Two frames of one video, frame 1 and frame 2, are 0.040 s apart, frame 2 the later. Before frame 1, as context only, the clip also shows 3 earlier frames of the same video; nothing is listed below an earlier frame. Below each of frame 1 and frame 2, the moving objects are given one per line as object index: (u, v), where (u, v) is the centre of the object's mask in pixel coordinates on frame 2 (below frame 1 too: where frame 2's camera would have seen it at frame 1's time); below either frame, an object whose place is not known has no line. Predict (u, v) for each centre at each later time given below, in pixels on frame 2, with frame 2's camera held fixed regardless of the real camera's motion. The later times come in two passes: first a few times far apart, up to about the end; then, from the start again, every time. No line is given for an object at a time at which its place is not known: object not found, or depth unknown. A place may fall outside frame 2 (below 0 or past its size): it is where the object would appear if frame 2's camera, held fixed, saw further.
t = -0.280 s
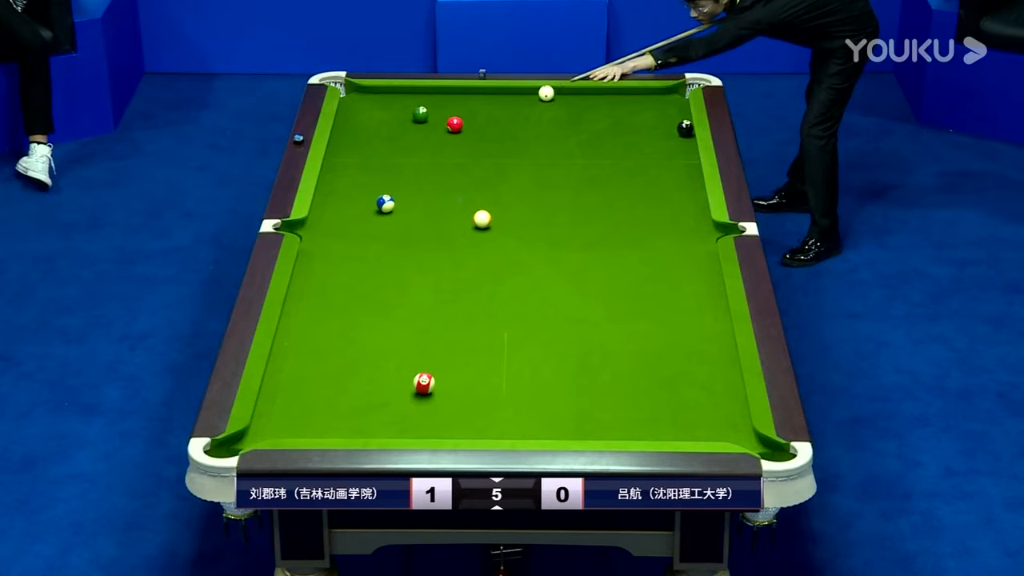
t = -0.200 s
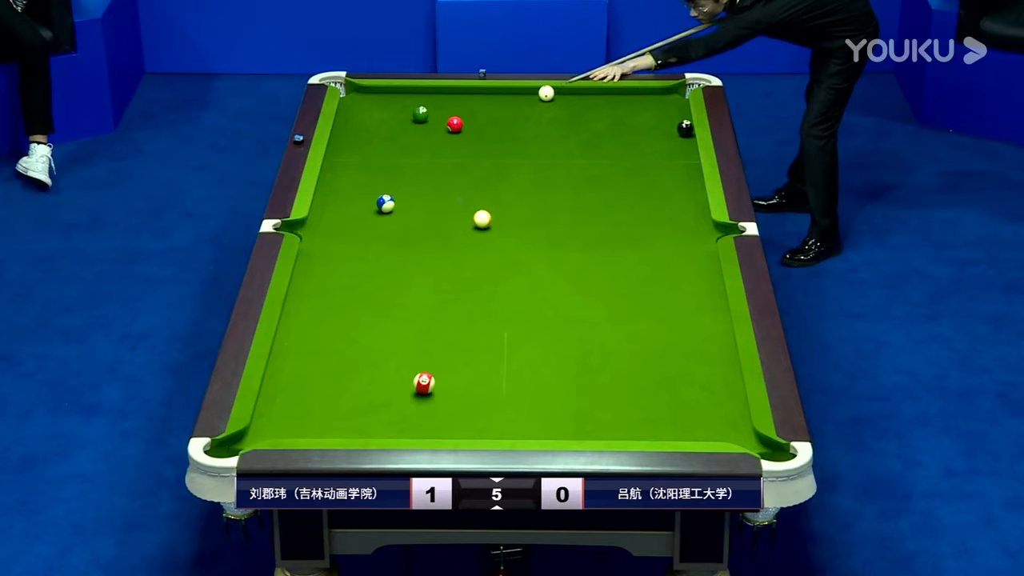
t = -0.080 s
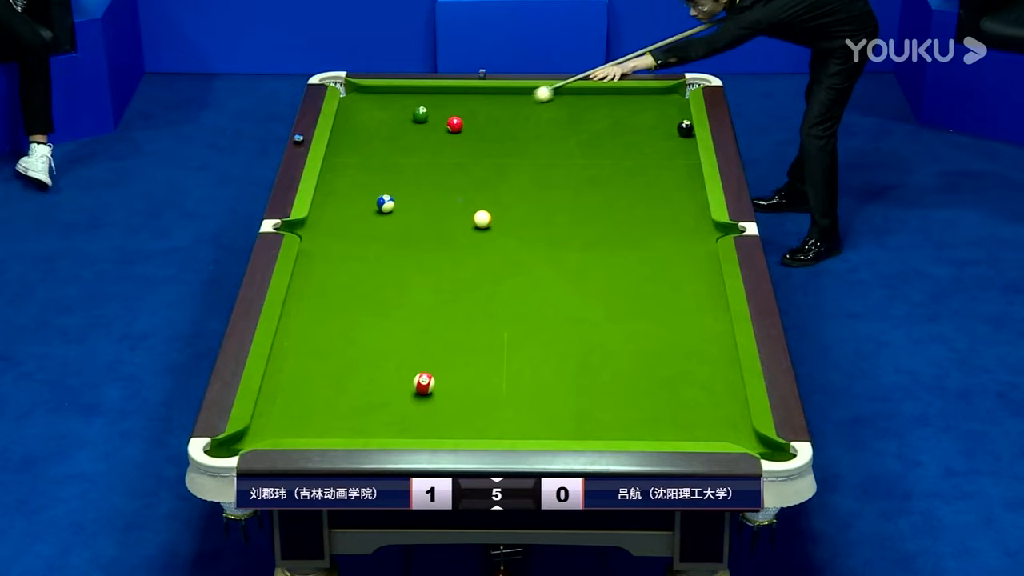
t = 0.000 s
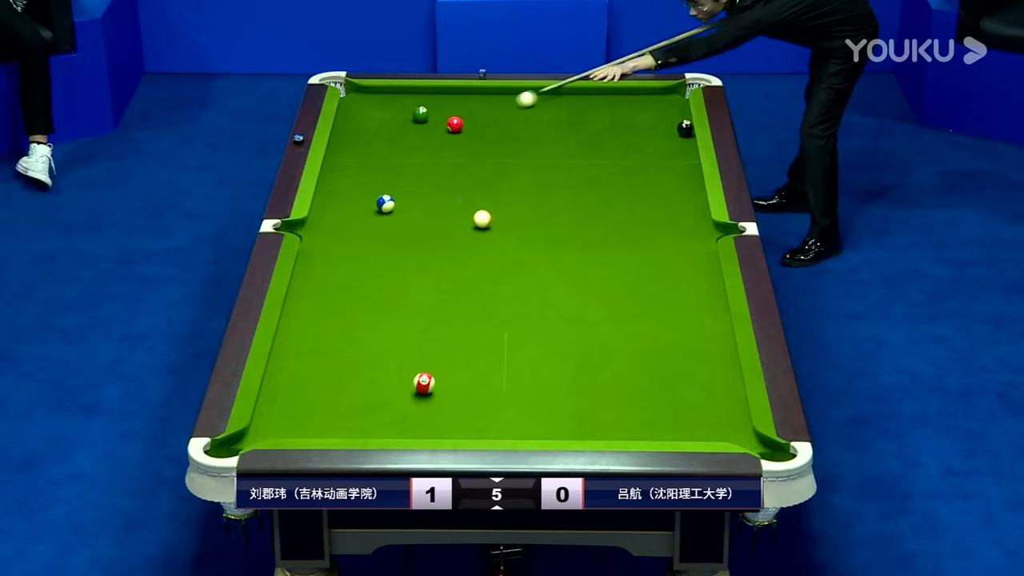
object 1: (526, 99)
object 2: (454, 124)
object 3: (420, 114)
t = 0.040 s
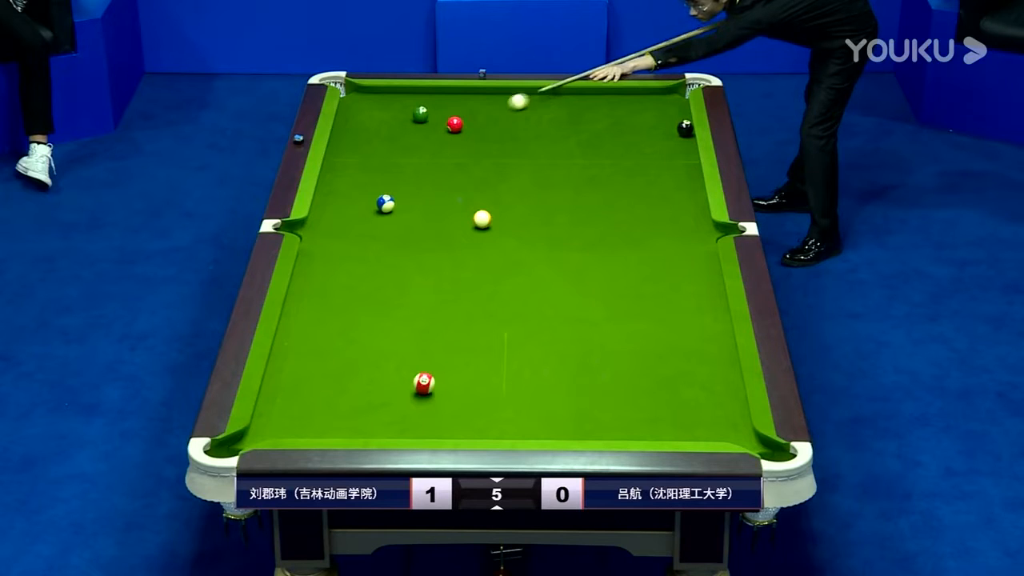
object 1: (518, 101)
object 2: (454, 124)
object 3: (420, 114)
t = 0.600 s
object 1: (431, 119)
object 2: (426, 142)
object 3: (418, 113)
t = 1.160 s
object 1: (387, 127)
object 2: (380, 172)
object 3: (408, 110)
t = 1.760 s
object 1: (349, 134)
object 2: (331, 203)
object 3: (401, 107)
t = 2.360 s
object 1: (349, 139)
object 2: (328, 229)
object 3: (401, 107)
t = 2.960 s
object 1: (360, 141)
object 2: (341, 250)
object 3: (401, 107)
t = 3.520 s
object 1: (364, 142)
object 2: (351, 267)
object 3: (401, 107)
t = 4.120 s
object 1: (363, 142)
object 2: (360, 281)
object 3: (401, 107)
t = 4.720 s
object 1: (363, 142)
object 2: (366, 292)
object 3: (401, 107)
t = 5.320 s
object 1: (363, 142)
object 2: (367, 298)
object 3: (401, 107)
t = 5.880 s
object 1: (363, 142)
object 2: (367, 299)
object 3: (401, 107)
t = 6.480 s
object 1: (363, 142)
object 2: (368, 299)
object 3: (401, 107)
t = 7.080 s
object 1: (363, 142)
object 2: (368, 299)
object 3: (401, 107)
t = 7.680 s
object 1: (363, 142)
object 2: (368, 299)
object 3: (400, 107)
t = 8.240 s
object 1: (363, 142)
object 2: (368, 299)
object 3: (401, 107)
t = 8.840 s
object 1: (363, 142)
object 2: (368, 299)
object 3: (401, 107)
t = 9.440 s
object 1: (363, 142)
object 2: (368, 299)
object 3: (401, 107)
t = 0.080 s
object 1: (510, 104)
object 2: (454, 124)
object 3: (420, 114)
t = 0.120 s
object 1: (501, 107)
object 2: (454, 124)
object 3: (420, 114)
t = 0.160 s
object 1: (493, 109)
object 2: (454, 124)
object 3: (420, 114)
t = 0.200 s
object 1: (484, 112)
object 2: (454, 124)
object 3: (420, 114)
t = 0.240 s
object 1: (476, 115)
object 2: (454, 124)
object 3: (420, 114)
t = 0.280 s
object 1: (469, 117)
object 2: (454, 124)
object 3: (420, 114)
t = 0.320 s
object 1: (462, 118)
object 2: (452, 126)
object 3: (420, 114)
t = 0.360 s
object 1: (458, 118)
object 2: (447, 129)
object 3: (420, 114)
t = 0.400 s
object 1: (453, 118)
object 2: (443, 132)
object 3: (420, 114)
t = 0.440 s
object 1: (449, 118)
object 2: (440, 134)
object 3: (420, 114)
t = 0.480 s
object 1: (444, 118)
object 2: (436, 136)
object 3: (420, 114)
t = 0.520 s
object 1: (439, 119)
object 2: (433, 138)
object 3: (420, 114)
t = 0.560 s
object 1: (435, 119)
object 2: (430, 140)
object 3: (419, 114)
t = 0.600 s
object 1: (431, 119)
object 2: (426, 142)
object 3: (418, 113)
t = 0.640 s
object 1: (427, 120)
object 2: (423, 144)
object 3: (417, 112)
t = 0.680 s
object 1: (424, 120)
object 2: (419, 147)
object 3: (416, 111)
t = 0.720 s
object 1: (421, 121)
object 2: (416, 149)
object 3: (415, 111)
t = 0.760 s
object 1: (418, 122)
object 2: (413, 151)
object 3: (414, 109)
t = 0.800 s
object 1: (414, 122)
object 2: (410, 153)
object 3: (414, 109)
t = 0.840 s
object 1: (411, 123)
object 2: (406, 155)
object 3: (414, 110)
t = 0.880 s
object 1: (408, 123)
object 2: (403, 157)
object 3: (414, 110)
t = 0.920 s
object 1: (405, 124)
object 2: (400, 160)
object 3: (413, 111)
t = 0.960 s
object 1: (402, 124)
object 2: (396, 161)
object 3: (412, 111)
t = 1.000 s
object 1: (399, 125)
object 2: (393, 164)
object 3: (411, 111)
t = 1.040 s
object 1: (396, 125)
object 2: (390, 166)
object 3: (410, 111)
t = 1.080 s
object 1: (393, 126)
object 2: (386, 168)
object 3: (409, 111)
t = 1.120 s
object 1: (390, 126)
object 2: (383, 170)
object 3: (409, 111)
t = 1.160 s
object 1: (387, 127)
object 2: (380, 172)
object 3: (408, 110)
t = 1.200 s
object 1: (385, 127)
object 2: (376, 174)
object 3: (408, 110)
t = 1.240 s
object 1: (382, 128)
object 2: (373, 176)
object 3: (407, 110)
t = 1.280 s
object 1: (379, 128)
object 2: (370, 178)
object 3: (406, 110)
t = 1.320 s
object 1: (376, 129)
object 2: (366, 180)
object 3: (406, 110)
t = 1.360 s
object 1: (374, 129)
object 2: (363, 182)
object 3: (405, 109)
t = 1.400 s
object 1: (371, 130)
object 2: (360, 185)
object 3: (404, 109)
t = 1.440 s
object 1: (369, 130)
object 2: (356, 187)
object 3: (404, 109)
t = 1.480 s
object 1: (366, 131)
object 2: (353, 188)
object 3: (404, 109)
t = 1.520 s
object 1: (364, 131)
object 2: (350, 191)
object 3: (403, 108)
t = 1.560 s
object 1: (361, 132)
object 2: (346, 193)
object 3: (403, 108)
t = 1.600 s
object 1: (359, 132)
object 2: (343, 195)
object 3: (402, 108)
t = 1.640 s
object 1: (356, 133)
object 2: (340, 197)
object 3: (402, 108)
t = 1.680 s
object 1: (354, 133)
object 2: (337, 199)
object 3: (402, 108)
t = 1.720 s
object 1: (351, 134)
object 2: (333, 201)
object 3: (402, 107)
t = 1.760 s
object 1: (349, 134)
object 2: (331, 203)
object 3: (401, 107)
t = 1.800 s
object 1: (346, 134)
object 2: (327, 205)
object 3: (401, 107)
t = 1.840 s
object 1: (344, 135)
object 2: (324, 207)
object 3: (401, 107)
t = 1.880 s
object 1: (342, 135)
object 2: (321, 209)
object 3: (401, 107)
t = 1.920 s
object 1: (340, 135)
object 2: (318, 211)
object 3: (400, 107)
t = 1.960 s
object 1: (338, 136)
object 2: (319, 213)
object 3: (400, 107)
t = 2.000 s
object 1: (339, 136)
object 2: (320, 214)
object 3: (400, 107)
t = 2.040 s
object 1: (340, 137)
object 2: (321, 216)
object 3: (400, 107)
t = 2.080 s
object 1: (341, 137)
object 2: (322, 217)
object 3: (400, 107)
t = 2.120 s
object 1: (342, 137)
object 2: (322, 219)
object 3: (400, 107)
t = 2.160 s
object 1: (343, 137)
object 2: (323, 221)
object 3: (401, 107)
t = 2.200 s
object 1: (344, 138)
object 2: (324, 222)
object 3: (401, 107)
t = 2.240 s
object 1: (346, 138)
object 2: (325, 224)
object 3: (401, 107)
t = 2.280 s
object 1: (347, 138)
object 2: (326, 225)
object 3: (401, 107)
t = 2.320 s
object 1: (348, 138)
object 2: (327, 227)
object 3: (401, 107)
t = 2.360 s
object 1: (349, 139)
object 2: (328, 229)
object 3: (401, 107)
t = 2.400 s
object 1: (350, 139)
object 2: (329, 230)
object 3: (401, 107)
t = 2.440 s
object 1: (350, 139)
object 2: (330, 232)
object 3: (401, 107)
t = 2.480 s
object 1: (351, 139)
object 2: (331, 233)
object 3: (401, 107)
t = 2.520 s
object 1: (352, 139)
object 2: (332, 235)
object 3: (401, 107)
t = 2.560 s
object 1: (353, 140)
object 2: (332, 236)
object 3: (401, 107)
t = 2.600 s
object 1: (354, 140)
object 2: (333, 237)
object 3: (401, 107)
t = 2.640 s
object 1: (355, 140)
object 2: (334, 239)
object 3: (401, 107)
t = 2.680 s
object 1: (356, 140)
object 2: (335, 240)
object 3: (401, 107)
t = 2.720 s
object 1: (356, 140)
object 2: (336, 242)
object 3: (401, 107)
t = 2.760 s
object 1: (357, 140)
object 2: (337, 243)
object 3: (401, 107)
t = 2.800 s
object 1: (358, 140)
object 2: (338, 245)
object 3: (401, 107)
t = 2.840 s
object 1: (359, 140)
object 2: (338, 246)
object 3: (401, 107)
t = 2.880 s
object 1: (359, 141)
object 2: (339, 247)
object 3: (401, 107)
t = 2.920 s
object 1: (360, 141)
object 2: (340, 249)
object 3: (401, 107)
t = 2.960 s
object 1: (360, 141)
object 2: (341, 250)
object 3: (401, 107)
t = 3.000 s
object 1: (361, 141)
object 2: (342, 251)
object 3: (401, 107)
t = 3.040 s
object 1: (361, 141)
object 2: (343, 252)
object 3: (401, 107)
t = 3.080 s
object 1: (362, 141)
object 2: (343, 254)
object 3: (401, 107)
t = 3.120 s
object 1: (362, 141)
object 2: (344, 255)
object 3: (401, 107)
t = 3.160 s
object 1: (362, 141)
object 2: (345, 256)
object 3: (401, 107)
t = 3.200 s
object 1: (363, 141)
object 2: (346, 258)
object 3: (401, 107)
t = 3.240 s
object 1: (363, 141)
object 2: (346, 259)
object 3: (401, 107)
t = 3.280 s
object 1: (363, 141)
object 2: (347, 260)
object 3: (401, 107)
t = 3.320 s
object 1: (363, 141)
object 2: (348, 261)
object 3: (401, 107)
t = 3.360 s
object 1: (363, 142)
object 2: (349, 262)
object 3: (401, 107)
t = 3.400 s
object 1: (364, 142)
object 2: (349, 263)
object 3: (401, 107)
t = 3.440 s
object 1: (364, 142)
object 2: (350, 264)
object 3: (401, 107)
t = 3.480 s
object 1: (364, 142)
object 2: (351, 266)
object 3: (401, 107)
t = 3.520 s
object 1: (364, 142)
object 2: (351, 267)
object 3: (401, 107)
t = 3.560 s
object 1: (364, 142)
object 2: (352, 268)
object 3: (401, 107)
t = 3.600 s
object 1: (364, 142)
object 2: (352, 269)
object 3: (401, 107)
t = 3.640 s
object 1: (364, 142)
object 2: (353, 270)
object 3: (401, 107)
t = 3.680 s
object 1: (364, 142)
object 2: (353, 271)
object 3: (401, 107)
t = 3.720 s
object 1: (364, 142)
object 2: (354, 272)
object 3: (401, 107)
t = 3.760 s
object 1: (364, 142)
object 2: (354, 273)
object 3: (401, 107)
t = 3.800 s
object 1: (364, 142)
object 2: (355, 274)
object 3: (401, 107)
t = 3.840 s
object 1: (364, 142)
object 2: (356, 275)
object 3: (401, 107)
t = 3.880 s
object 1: (363, 142)
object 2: (356, 276)
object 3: (401, 107)
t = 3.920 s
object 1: (363, 142)
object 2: (357, 277)
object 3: (401, 107)
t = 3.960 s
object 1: (363, 142)
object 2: (357, 278)
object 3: (401, 107)
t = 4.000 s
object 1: (363, 142)
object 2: (358, 279)
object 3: (401, 107)
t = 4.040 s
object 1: (363, 142)
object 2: (359, 280)
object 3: (401, 107)
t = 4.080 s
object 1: (363, 142)
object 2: (359, 280)
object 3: (401, 107)
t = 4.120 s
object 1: (363, 142)
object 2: (360, 281)
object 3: (401, 107)
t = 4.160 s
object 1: (363, 142)
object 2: (361, 282)
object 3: (401, 107)
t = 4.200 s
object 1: (363, 142)
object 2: (361, 283)
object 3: (401, 107)
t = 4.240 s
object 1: (363, 142)
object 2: (361, 284)
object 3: (401, 107)
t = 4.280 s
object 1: (363, 142)
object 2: (362, 284)
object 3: (401, 107)
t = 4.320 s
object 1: (363, 142)
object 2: (362, 285)
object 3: (401, 107)
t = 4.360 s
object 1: (363, 142)
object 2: (363, 286)
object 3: (401, 107)
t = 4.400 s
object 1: (363, 142)
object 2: (363, 287)
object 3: (401, 107)
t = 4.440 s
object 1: (363, 142)
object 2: (364, 287)
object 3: (401, 107)
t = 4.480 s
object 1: (363, 142)
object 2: (364, 288)
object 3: (401, 107)
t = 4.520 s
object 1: (363, 142)
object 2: (364, 289)
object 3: (401, 107)
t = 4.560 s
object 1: (363, 142)
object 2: (365, 289)
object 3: (401, 107)
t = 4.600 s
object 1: (363, 142)
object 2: (365, 290)
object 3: (401, 107)
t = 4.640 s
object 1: (363, 142)
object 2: (365, 290)
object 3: (401, 107)
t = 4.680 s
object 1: (363, 142)
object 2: (365, 291)
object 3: (401, 107)
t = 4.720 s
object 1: (363, 142)
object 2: (366, 292)
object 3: (401, 107)
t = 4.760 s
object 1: (363, 142)
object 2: (366, 292)
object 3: (401, 107)
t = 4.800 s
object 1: (363, 142)
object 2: (366, 293)
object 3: (401, 107)
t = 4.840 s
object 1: (363, 142)
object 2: (366, 293)
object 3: (401, 107)
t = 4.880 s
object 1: (363, 142)
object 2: (366, 294)
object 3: (401, 107)
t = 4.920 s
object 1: (363, 142)
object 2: (367, 294)
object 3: (401, 107)
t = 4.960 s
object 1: (363, 142)
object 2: (367, 295)
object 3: (401, 107)
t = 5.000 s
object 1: (363, 142)
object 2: (367, 295)
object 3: (401, 107)
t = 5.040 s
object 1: (363, 142)
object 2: (367, 295)
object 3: (401, 107)
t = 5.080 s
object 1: (363, 142)
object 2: (367, 296)
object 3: (401, 107)
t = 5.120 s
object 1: (363, 142)
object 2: (367, 296)
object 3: (401, 107)
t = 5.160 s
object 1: (363, 142)
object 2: (367, 297)
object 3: (401, 107)
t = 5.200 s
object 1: (363, 142)
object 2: (367, 297)
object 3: (401, 107)
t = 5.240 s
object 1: (363, 142)
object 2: (367, 297)
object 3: (401, 107)
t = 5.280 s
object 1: (363, 142)
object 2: (367, 298)
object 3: (401, 107)
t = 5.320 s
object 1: (363, 142)
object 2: (367, 298)
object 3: (401, 107)
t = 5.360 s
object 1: (363, 142)
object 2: (367, 298)
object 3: (401, 107)
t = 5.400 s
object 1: (363, 142)
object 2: (367, 299)
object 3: (401, 107)
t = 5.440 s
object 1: (363, 142)
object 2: (367, 299)
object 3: (401, 107)
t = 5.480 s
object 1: (363, 142)
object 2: (367, 299)
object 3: (401, 107)
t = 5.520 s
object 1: (363, 142)
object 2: (367, 299)
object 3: (401, 107)
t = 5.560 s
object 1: (363, 142)
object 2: (367, 299)
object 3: (401, 107)
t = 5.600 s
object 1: (363, 142)
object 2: (367, 299)
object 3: (401, 107)
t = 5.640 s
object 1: (363, 142)
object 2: (367, 299)
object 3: (401, 107)
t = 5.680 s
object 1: (363, 142)
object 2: (367, 299)
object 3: (401, 107)
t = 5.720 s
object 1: (363, 142)
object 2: (367, 299)
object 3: (401, 107)
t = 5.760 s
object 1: (363, 142)
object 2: (367, 300)
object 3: (401, 107)
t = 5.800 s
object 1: (363, 142)
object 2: (367, 300)
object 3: (401, 107)
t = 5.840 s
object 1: (363, 142)
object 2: (367, 299)
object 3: (401, 107)
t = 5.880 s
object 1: (363, 142)
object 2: (367, 299)
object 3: (401, 107)
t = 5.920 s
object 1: (363, 142)
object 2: (368, 299)
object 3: (401, 107)
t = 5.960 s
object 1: (363, 142)
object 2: (368, 299)
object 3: (401, 107)
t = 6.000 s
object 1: (363, 142)
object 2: (368, 299)
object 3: (401, 107)
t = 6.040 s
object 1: (363, 142)
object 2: (368, 299)
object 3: (401, 107)
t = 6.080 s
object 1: (363, 142)
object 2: (368, 299)
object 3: (401, 107)
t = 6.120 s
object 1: (363, 142)
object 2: (368, 299)
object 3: (401, 107)
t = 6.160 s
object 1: (363, 142)
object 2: (368, 299)
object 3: (401, 107)
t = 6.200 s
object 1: (363, 142)
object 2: (368, 299)
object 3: (401, 107)
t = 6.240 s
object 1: (363, 142)
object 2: (368, 299)
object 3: (401, 107)
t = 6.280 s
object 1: (363, 142)
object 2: (368, 299)
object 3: (401, 107)
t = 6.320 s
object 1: (363, 142)
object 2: (368, 299)
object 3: (401, 107)
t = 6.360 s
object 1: (363, 142)
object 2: (368, 299)
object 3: (401, 107)
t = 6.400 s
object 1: (363, 142)
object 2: (368, 299)
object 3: (401, 107)
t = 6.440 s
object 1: (363, 142)
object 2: (368, 299)
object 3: (401, 107)
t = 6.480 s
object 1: (363, 142)
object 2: (368, 299)
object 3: (401, 107)
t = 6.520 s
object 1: (363, 142)
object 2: (368, 299)
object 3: (401, 107)
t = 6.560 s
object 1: (363, 142)
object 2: (368, 299)
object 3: (401, 107)
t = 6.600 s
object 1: (363, 142)
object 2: (368, 299)
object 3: (401, 107)
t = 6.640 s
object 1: (363, 142)
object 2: (368, 299)
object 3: (401, 107)
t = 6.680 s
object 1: (363, 142)
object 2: (368, 299)
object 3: (401, 107)
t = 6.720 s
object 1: (363, 142)
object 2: (368, 299)
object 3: (401, 107)
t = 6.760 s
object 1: (363, 142)
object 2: (368, 299)
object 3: (401, 107)
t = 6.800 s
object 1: (363, 142)
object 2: (368, 299)
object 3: (401, 107)
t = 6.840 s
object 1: (363, 142)
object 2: (368, 299)
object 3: (401, 107)
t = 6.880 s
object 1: (363, 142)
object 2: (368, 299)
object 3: (401, 107)
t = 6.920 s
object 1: (363, 142)
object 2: (368, 299)
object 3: (401, 107)
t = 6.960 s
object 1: (363, 142)
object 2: (368, 299)
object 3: (401, 107)
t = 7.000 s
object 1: (363, 142)
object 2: (368, 299)
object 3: (401, 107)
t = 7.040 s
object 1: (363, 142)
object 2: (368, 299)
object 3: (401, 107)
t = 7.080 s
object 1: (363, 142)
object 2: (368, 299)
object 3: (401, 107)
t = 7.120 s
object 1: (363, 142)
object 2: (368, 299)
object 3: (401, 107)
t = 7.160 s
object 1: (363, 142)
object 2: (368, 299)
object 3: (401, 107)
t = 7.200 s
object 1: (363, 142)
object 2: (368, 299)
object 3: (401, 107)
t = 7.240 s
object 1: (363, 142)
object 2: (368, 299)
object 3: (401, 107)
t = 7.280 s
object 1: (363, 142)
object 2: (368, 299)
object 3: (401, 107)
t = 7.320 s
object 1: (363, 142)
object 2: (368, 299)
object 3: (401, 107)
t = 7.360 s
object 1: (363, 142)
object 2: (368, 299)
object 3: (401, 107)
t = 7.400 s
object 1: (363, 142)
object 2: (368, 299)
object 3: (401, 107)
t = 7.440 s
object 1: (363, 142)
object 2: (368, 299)
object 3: (401, 107)
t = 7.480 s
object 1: (363, 142)
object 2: (368, 299)
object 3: (401, 107)
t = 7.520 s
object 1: (363, 142)
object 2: (368, 299)
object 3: (401, 107)
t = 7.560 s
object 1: (363, 142)
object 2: (368, 299)
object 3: (401, 107)
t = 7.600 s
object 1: (363, 142)
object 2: (368, 299)
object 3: (401, 107)
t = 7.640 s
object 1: (363, 142)
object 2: (368, 299)
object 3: (400, 107)
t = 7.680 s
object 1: (363, 142)
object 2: (368, 299)
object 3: (400, 107)
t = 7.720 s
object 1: (363, 142)
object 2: (368, 299)
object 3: (400, 107)
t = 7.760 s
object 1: (363, 142)
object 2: (368, 299)
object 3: (400, 107)
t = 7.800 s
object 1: (363, 142)
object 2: (368, 299)
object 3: (401, 107)
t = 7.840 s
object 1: (363, 142)
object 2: (368, 299)
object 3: (400, 107)
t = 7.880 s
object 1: (363, 142)
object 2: (368, 299)
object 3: (400, 107)
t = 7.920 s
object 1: (363, 142)
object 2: (368, 299)
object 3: (400, 107)
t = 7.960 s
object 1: (363, 142)
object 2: (368, 299)
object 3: (400, 107)
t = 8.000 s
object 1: (363, 142)
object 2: (368, 299)
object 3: (401, 107)
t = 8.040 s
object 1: (363, 142)
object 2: (368, 299)
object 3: (401, 107)
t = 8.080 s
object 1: (363, 142)
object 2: (368, 299)
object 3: (401, 107)
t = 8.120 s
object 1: (363, 142)
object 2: (368, 299)
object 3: (401, 107)
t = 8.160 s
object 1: (363, 142)
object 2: (368, 299)
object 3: (401, 107)
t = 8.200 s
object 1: (363, 142)
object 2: (368, 299)
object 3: (401, 107)
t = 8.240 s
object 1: (363, 142)
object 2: (368, 299)
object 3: (401, 107)
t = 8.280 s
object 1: (363, 142)
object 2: (368, 299)
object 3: (401, 107)
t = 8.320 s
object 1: (363, 142)
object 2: (368, 299)
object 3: (401, 107)
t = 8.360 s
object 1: (363, 142)
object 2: (368, 299)
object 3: (401, 107)
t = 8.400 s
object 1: (363, 142)
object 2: (368, 299)
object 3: (401, 107)
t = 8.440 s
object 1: (363, 142)
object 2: (368, 299)
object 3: (401, 107)
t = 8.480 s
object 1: (363, 142)
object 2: (368, 299)
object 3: (401, 107)
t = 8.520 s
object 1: (363, 142)
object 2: (368, 299)
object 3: (401, 107)
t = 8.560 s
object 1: (363, 142)
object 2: (368, 299)
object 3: (401, 107)
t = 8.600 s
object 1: (363, 142)
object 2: (368, 299)
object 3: (401, 107)
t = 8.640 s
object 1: (363, 142)
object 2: (368, 299)
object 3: (401, 107)
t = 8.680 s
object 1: (363, 142)
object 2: (368, 299)
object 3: (401, 107)
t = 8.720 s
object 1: (363, 142)
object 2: (368, 299)
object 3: (401, 107)
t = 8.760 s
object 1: (363, 142)
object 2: (368, 299)
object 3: (401, 107)
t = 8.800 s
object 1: (363, 142)
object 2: (368, 299)
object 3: (401, 107)
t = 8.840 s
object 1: (363, 142)
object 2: (368, 299)
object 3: (401, 107)
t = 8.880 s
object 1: (363, 142)
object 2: (368, 299)
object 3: (401, 107)
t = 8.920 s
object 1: (363, 142)
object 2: (368, 299)
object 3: (401, 107)
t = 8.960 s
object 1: (363, 142)
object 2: (368, 299)
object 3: (401, 107)
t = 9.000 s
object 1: (363, 142)
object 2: (368, 299)
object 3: (401, 107)
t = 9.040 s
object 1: (363, 142)
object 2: (368, 299)
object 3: (401, 107)
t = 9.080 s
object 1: (363, 142)
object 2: (368, 299)
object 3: (401, 107)
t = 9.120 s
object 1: (363, 142)
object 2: (368, 299)
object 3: (401, 107)
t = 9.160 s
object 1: (363, 142)
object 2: (368, 299)
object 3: (401, 107)
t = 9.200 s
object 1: (363, 142)
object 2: (368, 299)
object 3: (401, 107)
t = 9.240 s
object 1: (363, 142)
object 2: (368, 299)
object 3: (401, 107)
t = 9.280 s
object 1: (363, 142)
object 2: (368, 299)
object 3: (401, 107)
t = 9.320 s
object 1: (363, 142)
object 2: (368, 299)
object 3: (401, 107)
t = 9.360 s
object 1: (363, 142)
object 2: (368, 299)
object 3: (401, 107)
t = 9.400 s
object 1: (363, 142)
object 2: (368, 299)
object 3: (401, 107)
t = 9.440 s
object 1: (363, 142)
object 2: (368, 299)
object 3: (401, 107)
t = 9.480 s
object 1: (363, 142)
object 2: (368, 299)
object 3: (401, 107)
